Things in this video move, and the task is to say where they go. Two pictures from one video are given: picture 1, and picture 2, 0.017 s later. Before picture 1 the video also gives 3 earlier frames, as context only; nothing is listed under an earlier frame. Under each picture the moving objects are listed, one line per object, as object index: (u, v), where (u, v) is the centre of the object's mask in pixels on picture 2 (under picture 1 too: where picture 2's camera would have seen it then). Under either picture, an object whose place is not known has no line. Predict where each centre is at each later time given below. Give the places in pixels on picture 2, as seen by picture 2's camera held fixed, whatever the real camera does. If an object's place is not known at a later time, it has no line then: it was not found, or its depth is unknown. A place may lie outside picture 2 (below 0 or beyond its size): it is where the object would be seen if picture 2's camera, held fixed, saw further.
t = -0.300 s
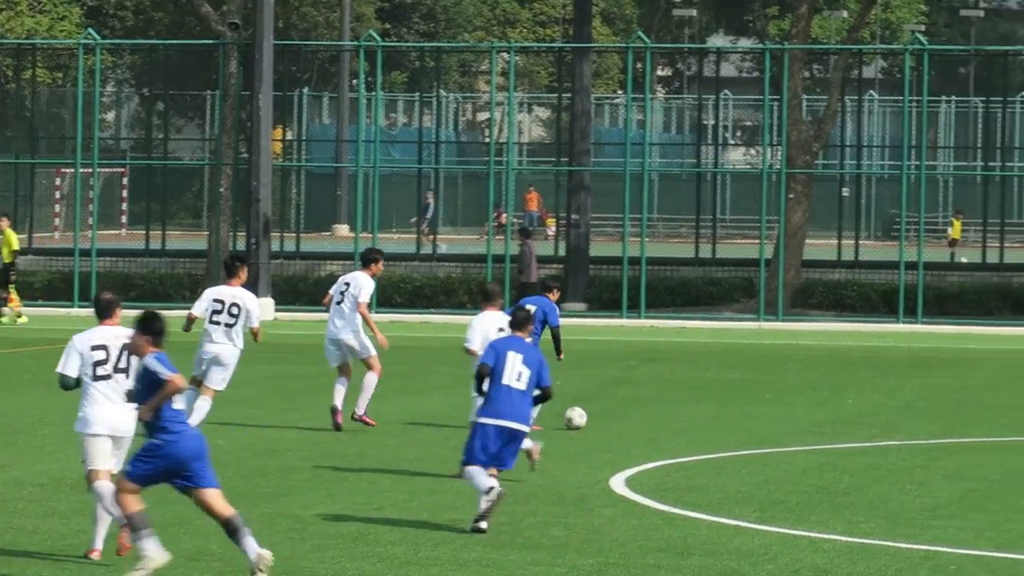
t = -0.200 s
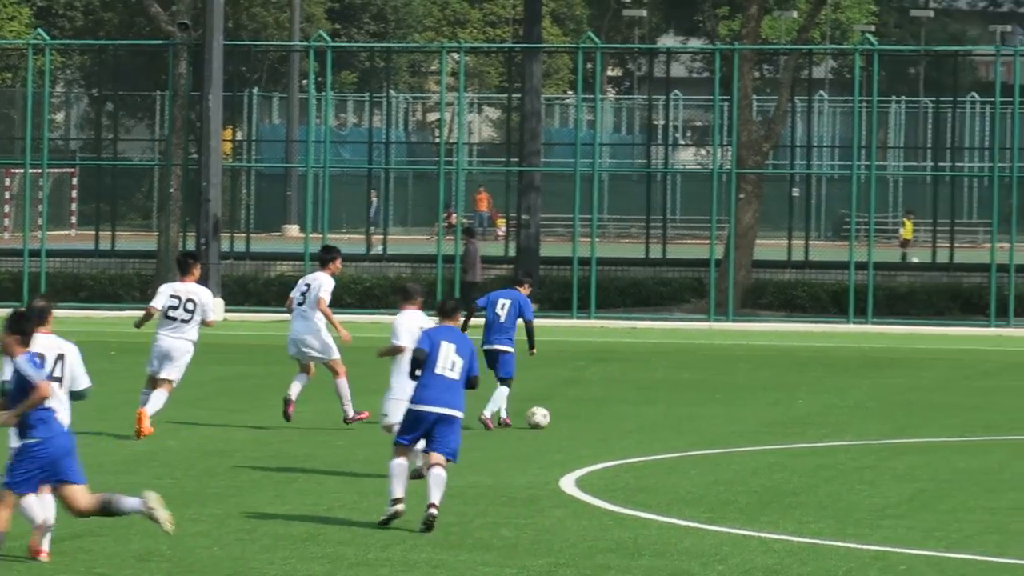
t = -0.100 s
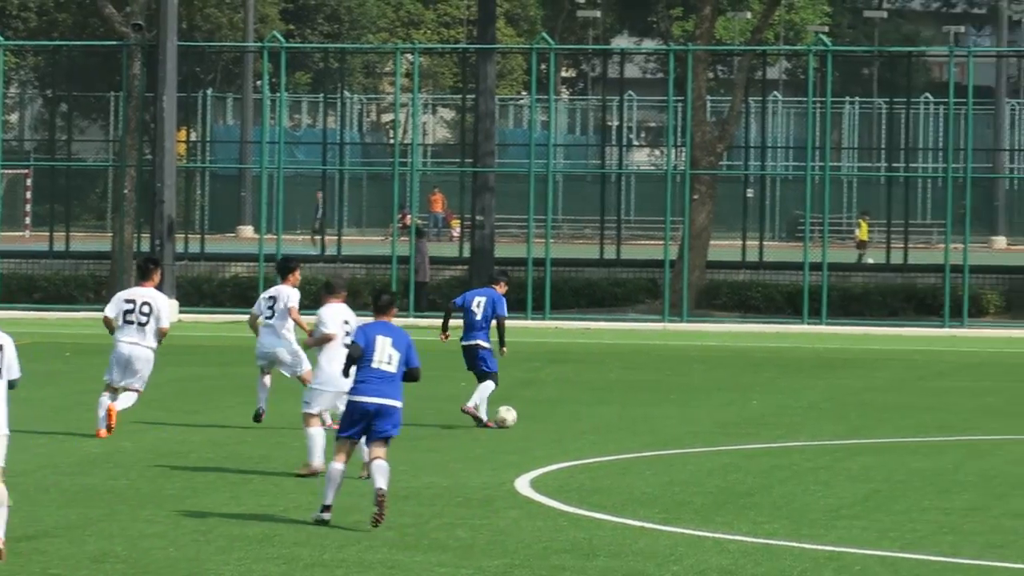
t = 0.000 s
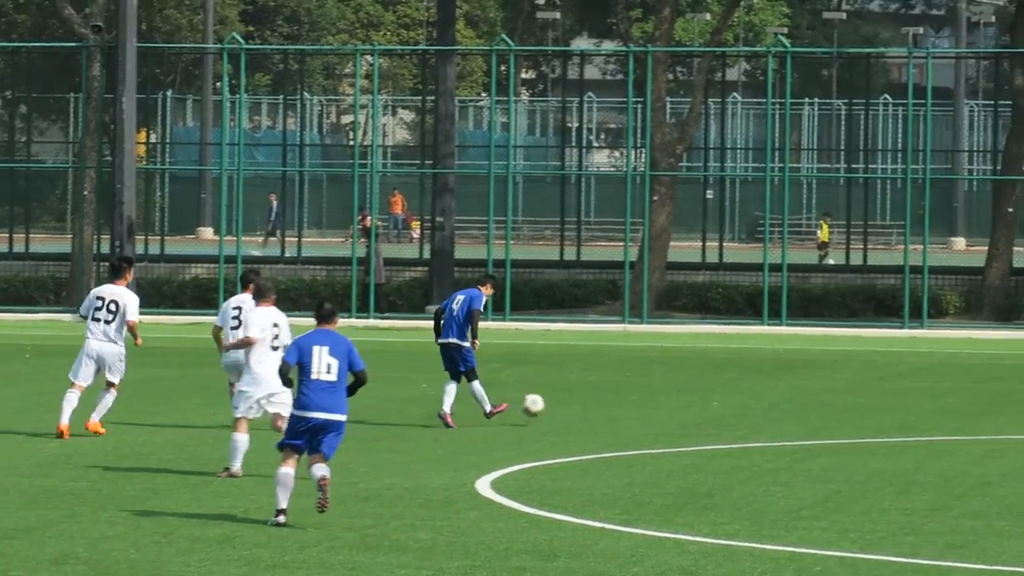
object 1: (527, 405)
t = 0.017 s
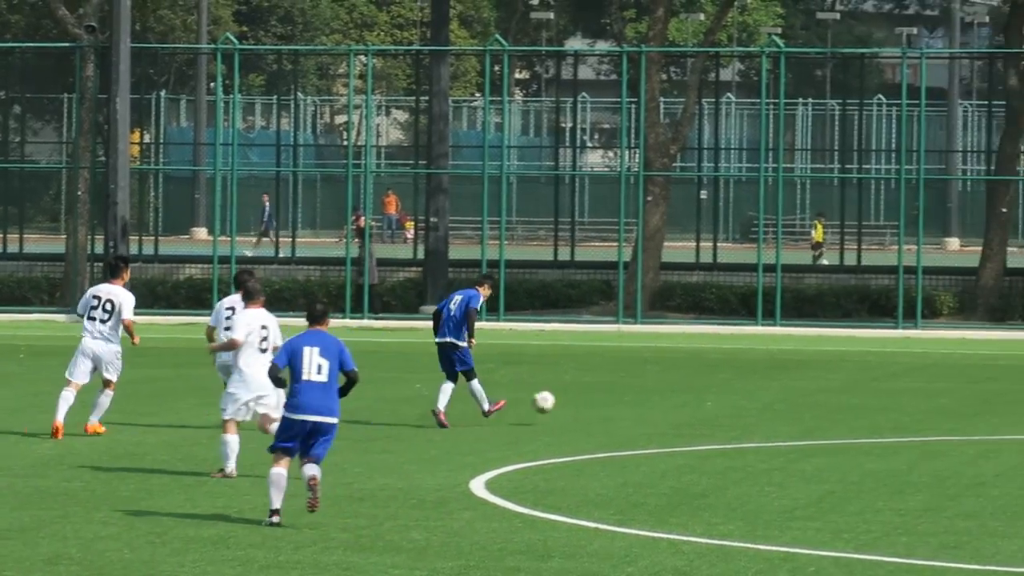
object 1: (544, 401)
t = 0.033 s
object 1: (560, 399)
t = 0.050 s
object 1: (576, 395)
